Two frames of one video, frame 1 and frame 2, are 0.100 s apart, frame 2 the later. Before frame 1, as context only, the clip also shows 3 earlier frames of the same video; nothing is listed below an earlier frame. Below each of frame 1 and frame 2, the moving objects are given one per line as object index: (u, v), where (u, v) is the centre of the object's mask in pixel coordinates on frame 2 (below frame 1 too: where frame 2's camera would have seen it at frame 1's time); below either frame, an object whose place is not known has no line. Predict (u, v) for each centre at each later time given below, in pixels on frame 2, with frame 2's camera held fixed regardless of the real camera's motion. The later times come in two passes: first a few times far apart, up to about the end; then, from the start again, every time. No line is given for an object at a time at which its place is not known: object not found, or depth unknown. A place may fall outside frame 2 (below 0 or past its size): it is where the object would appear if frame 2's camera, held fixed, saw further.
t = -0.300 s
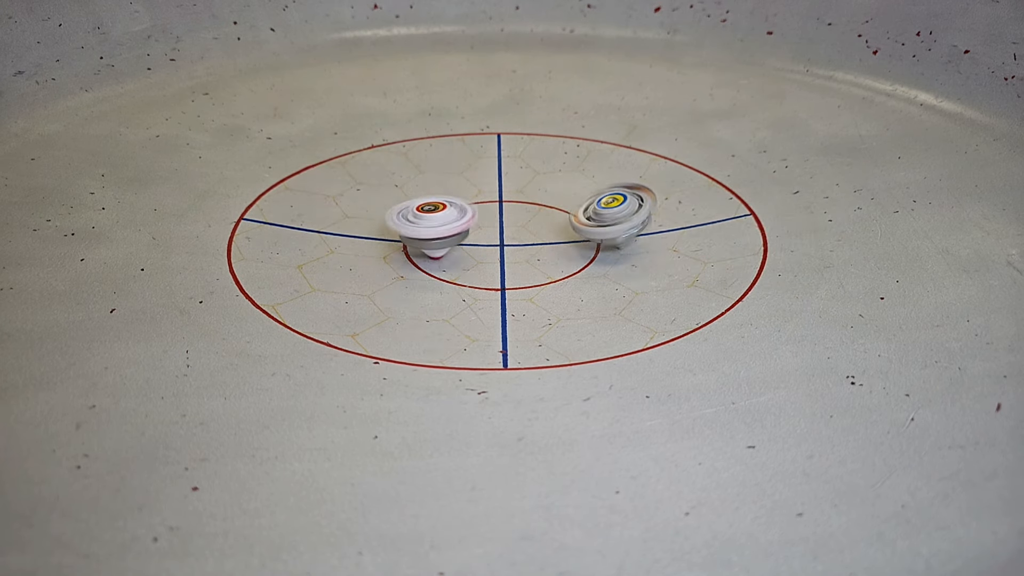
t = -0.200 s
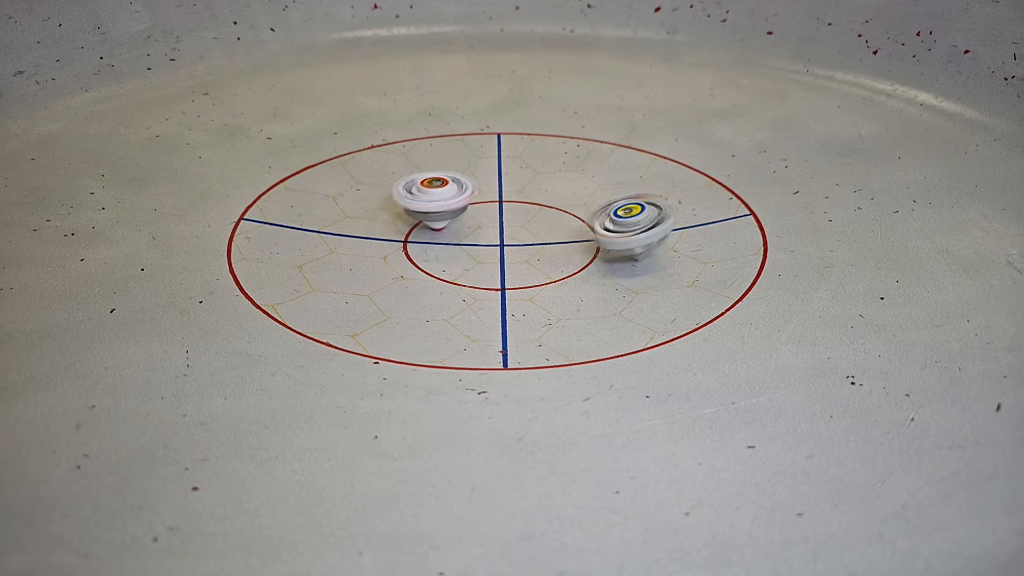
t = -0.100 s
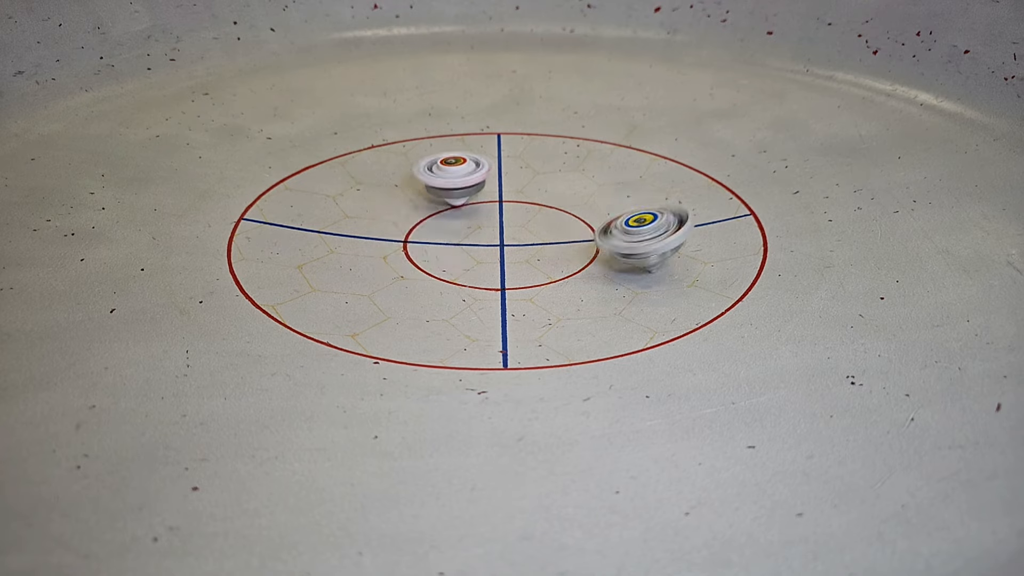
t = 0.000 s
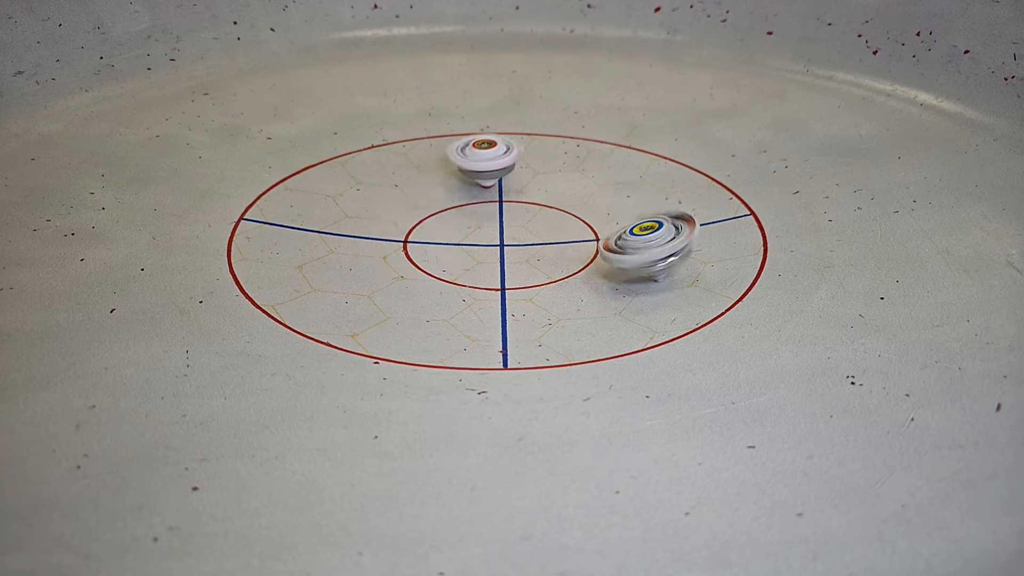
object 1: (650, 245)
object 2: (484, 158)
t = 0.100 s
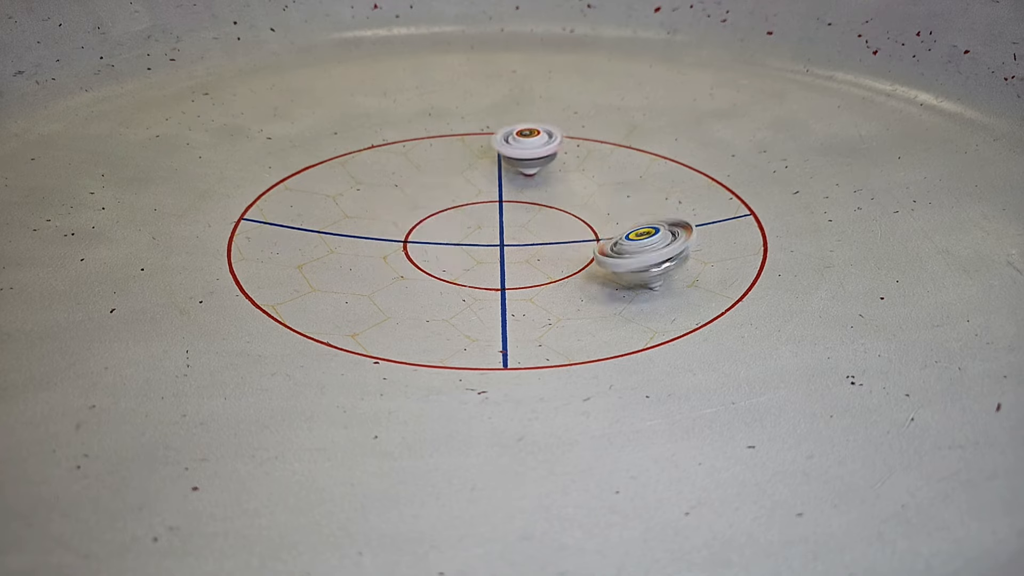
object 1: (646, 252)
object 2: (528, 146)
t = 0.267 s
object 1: (628, 260)
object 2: (602, 145)
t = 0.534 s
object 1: (567, 265)
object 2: (650, 196)
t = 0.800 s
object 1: (460, 272)
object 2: (542, 228)
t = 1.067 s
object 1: (361, 261)
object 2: (470, 188)
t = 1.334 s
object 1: (327, 237)
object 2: (510, 153)
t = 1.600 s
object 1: (345, 209)
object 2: (572, 167)
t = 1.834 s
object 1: (383, 188)
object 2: (553, 207)
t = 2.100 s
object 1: (439, 166)
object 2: (433, 224)
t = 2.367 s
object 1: (502, 155)
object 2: (357, 192)
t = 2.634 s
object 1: (560, 155)
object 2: (412, 169)
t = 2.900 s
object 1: (603, 170)
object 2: (508, 189)
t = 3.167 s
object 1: (626, 196)
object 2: (544, 238)
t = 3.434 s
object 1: (617, 229)
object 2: (476, 276)
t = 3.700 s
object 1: (573, 261)
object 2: (384, 252)
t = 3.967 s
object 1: (505, 278)
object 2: (438, 211)
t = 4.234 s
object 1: (432, 268)
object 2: (546, 197)
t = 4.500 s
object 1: (386, 244)
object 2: (633, 212)
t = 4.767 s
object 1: (378, 211)
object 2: (613, 248)
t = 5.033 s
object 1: (405, 186)
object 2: (504, 243)
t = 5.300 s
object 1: (452, 161)
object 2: (451, 203)
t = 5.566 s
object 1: (498, 156)
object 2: (438, 222)
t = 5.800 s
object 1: (538, 168)
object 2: (425, 238)
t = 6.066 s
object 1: (585, 193)
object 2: (421, 243)
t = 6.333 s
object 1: (607, 221)
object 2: (465, 239)
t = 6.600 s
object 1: (595, 251)
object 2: (509, 231)
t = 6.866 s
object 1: (541, 268)
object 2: (499, 203)
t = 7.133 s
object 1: (469, 265)
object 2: (531, 184)
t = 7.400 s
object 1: (413, 241)
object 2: (551, 186)
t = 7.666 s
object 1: (396, 210)
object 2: (537, 204)
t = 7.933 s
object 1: (412, 185)
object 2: (478, 216)
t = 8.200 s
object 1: (463, 170)
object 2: (431, 212)
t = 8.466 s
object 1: (512, 169)
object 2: (427, 206)
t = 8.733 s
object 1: (558, 181)
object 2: (459, 205)
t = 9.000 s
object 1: (599, 202)
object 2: (494, 215)
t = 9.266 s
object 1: (645, 217)
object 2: (436, 223)
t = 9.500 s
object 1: (627, 237)
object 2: (409, 223)
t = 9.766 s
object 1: (566, 253)
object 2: (420, 216)
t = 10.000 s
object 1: (502, 250)
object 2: (462, 210)
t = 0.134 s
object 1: (643, 254)
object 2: (543, 144)
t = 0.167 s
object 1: (640, 255)
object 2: (558, 142)
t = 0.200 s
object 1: (636, 257)
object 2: (574, 142)
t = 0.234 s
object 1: (631, 259)
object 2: (589, 143)
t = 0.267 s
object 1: (628, 260)
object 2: (602, 145)
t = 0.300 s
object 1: (624, 260)
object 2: (617, 148)
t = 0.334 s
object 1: (618, 261)
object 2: (628, 152)
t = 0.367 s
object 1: (612, 262)
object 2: (639, 157)
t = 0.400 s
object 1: (605, 263)
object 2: (647, 164)
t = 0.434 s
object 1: (596, 264)
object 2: (653, 171)
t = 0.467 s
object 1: (586, 265)
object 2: (655, 179)
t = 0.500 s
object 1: (577, 265)
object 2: (654, 188)
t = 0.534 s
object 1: (567, 265)
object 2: (650, 196)
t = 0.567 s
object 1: (556, 266)
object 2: (641, 204)
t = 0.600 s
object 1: (546, 267)
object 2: (632, 212)
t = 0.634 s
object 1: (536, 267)
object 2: (617, 220)
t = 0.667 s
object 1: (525, 267)
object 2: (600, 226)
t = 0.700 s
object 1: (515, 266)
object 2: (583, 230)
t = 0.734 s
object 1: (496, 269)
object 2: (568, 230)
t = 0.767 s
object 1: (476, 271)
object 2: (555, 229)
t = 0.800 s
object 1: (460, 272)
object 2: (542, 228)
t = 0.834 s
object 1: (443, 273)
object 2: (526, 225)
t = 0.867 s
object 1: (429, 273)
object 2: (512, 222)
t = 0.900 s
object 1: (414, 271)
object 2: (499, 218)
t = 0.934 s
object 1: (402, 270)
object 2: (487, 213)
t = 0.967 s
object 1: (389, 267)
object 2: (480, 207)
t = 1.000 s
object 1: (379, 264)
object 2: (475, 201)
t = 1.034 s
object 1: (370, 263)
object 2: (471, 194)
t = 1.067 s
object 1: (361, 261)
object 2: (470, 188)
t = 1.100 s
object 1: (350, 258)
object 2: (471, 182)
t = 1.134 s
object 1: (343, 255)
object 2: (473, 177)
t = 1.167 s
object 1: (339, 252)
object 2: (476, 171)
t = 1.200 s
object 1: (335, 250)
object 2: (480, 166)
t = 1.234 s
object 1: (333, 247)
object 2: (485, 162)
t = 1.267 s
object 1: (331, 244)
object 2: (493, 159)
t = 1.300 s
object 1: (328, 240)
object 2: (501, 155)
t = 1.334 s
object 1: (327, 237)
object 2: (510, 153)
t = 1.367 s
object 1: (327, 234)
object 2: (519, 153)
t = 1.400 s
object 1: (329, 232)
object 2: (529, 153)
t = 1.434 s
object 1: (330, 228)
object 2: (538, 153)
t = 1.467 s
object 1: (331, 224)
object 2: (547, 154)
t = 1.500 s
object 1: (333, 221)
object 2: (554, 156)
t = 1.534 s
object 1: (337, 218)
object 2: (561, 159)
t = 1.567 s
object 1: (342, 215)
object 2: (567, 163)
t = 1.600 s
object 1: (345, 209)
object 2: (572, 167)
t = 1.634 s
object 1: (349, 206)
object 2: (574, 172)
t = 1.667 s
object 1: (353, 203)
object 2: (576, 177)
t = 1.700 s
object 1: (359, 200)
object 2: (575, 183)
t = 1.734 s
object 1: (364, 196)
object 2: (573, 189)
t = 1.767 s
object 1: (369, 193)
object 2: (568, 195)
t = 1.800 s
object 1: (375, 190)
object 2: (561, 201)
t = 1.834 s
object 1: (383, 188)
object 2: (553, 207)
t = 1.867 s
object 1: (390, 184)
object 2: (543, 213)
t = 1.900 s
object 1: (396, 179)
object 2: (530, 217)
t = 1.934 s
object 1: (404, 177)
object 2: (515, 222)
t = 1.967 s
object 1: (410, 175)
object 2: (499, 225)
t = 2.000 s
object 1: (418, 173)
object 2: (482, 226)
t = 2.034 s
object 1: (424, 170)
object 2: (465, 227)
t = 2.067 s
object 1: (431, 167)
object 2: (448, 226)
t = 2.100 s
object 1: (439, 166)
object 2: (433, 224)
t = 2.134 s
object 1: (448, 165)
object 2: (418, 222)
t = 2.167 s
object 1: (455, 162)
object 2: (404, 220)
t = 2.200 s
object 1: (463, 161)
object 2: (390, 216)
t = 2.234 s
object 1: (470, 158)
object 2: (379, 213)
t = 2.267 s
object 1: (478, 158)
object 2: (370, 208)
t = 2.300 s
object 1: (485, 156)
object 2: (363, 203)
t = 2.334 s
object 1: (495, 154)
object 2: (358, 198)
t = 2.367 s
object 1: (502, 155)
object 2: (357, 192)
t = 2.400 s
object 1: (510, 153)
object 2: (358, 187)
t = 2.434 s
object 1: (517, 152)
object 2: (361, 183)
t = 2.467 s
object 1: (523, 153)
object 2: (365, 179)
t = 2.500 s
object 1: (530, 153)
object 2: (372, 176)
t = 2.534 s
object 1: (538, 153)
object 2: (379, 173)
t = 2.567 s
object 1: (545, 154)
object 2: (389, 171)
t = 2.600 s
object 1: (552, 155)
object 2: (401, 169)
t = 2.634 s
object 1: (560, 155)
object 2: (412, 169)
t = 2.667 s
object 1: (566, 156)
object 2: (425, 169)
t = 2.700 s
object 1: (572, 159)
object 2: (437, 170)
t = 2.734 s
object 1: (579, 161)
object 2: (450, 172)
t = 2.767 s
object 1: (584, 162)
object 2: (462, 174)
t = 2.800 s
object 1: (590, 164)
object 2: (474, 177)
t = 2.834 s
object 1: (595, 167)
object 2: (486, 180)
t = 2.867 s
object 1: (600, 168)
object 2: (497, 184)
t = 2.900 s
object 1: (603, 170)
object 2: (508, 189)
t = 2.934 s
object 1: (606, 174)
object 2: (519, 194)
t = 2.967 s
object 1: (610, 176)
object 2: (528, 200)
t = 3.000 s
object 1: (611, 179)
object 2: (536, 206)
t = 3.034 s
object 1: (616, 183)
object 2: (541, 212)
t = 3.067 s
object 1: (620, 185)
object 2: (544, 219)
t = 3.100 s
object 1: (620, 188)
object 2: (546, 225)
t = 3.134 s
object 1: (623, 192)
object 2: (546, 232)
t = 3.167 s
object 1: (626, 196)
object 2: (544, 238)
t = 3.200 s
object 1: (624, 199)
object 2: (542, 244)
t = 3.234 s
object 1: (625, 203)
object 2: (538, 250)
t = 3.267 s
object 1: (626, 207)
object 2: (533, 256)
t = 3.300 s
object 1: (624, 210)
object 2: (525, 262)
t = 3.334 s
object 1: (623, 216)
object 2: (516, 266)
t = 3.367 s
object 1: (622, 220)
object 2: (504, 271)
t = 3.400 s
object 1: (619, 224)
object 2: (491, 274)
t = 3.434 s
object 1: (617, 229)
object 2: (476, 276)
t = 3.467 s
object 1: (614, 233)
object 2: (461, 277)
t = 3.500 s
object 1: (609, 237)
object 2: (446, 277)
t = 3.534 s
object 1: (602, 244)
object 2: (422, 274)
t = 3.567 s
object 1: (599, 245)
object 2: (415, 272)
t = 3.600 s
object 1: (594, 250)
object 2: (403, 268)
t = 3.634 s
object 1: (587, 254)
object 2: (393, 264)
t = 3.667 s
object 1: (581, 257)
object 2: (387, 258)
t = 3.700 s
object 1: (573, 261)
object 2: (384, 252)
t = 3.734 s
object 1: (565, 264)
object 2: (383, 246)
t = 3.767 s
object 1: (557, 267)
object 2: (385, 240)
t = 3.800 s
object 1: (548, 270)
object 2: (389, 234)
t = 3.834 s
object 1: (540, 272)
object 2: (396, 228)
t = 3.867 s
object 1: (532, 274)
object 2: (404, 222)
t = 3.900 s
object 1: (524, 274)
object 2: (415, 218)
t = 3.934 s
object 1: (515, 275)
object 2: (425, 214)
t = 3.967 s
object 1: (505, 278)
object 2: (438, 211)
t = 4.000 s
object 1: (495, 277)
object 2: (450, 207)
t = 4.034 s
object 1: (486, 276)
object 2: (463, 204)
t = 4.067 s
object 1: (475, 276)
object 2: (477, 202)
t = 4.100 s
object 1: (466, 274)
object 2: (491, 200)
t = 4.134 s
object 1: (456, 274)
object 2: (505, 198)
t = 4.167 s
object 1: (448, 272)
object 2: (519, 198)
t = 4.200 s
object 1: (440, 270)
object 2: (533, 197)
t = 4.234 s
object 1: (432, 268)
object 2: (546, 197)
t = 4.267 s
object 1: (425, 266)
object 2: (559, 198)
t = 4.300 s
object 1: (416, 264)
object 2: (573, 198)
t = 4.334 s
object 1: (411, 260)
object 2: (586, 199)
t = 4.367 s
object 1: (405, 257)
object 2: (597, 201)
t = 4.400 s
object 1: (399, 253)
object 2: (607, 203)
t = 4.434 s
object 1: (394, 250)
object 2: (617, 205)
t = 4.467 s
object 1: (389, 247)
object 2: (626, 208)
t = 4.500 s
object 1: (386, 244)
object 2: (633, 212)
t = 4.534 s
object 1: (384, 239)
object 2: (640, 216)
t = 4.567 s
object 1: (381, 235)
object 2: (644, 220)
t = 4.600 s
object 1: (380, 231)
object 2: (645, 225)
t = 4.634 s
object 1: (377, 228)
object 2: (644, 230)
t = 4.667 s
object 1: (377, 224)
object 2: (640, 235)
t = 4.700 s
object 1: (376, 219)
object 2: (633, 240)
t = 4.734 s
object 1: (377, 215)
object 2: (624, 244)
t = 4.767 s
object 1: (378, 211)
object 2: (613, 248)
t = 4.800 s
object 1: (380, 209)
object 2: (601, 251)
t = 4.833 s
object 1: (385, 205)
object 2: (587, 252)
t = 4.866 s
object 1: (386, 202)
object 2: (572, 252)
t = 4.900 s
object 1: (389, 199)
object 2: (557, 252)
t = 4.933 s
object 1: (393, 195)
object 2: (542, 251)
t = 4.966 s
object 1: (396, 193)
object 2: (528, 249)
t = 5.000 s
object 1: (401, 187)
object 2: (515, 247)
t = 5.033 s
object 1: (405, 186)
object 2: (504, 243)
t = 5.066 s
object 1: (410, 182)
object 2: (492, 240)
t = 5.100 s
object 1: (416, 182)
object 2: (482, 236)
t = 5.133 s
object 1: (423, 179)
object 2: (473, 231)
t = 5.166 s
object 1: (426, 176)
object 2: (465, 225)
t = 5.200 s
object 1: (434, 173)
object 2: (459, 220)
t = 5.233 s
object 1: (438, 168)
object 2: (454, 215)
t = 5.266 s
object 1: (447, 167)
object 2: (452, 209)
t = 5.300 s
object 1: (452, 161)
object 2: (451, 203)
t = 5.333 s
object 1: (459, 161)
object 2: (452, 205)
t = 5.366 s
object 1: (465, 158)
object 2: (450, 205)
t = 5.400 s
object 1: (473, 157)
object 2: (447, 209)
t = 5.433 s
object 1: (478, 156)
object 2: (445, 212)
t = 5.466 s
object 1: (483, 155)
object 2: (443, 214)
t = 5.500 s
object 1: (487, 154)
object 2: (441, 218)
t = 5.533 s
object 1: (493, 155)
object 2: (439, 220)
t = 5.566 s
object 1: (498, 156)
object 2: (438, 222)
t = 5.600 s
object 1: (504, 157)
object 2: (436, 225)
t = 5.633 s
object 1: (510, 159)
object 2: (434, 228)
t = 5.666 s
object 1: (516, 159)
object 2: (432, 230)
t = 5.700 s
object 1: (520, 162)
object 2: (430, 232)
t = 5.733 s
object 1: (526, 163)
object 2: (428, 234)
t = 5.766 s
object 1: (533, 167)
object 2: (426, 236)
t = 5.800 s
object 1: (538, 168)
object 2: (425, 238)
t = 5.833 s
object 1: (546, 172)
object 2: (423, 239)
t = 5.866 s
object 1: (551, 173)
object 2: (421, 240)
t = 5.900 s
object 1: (560, 177)
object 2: (419, 242)
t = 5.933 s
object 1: (564, 179)
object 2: (419, 242)
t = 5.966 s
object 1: (570, 182)
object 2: (418, 243)
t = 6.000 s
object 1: (574, 186)
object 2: (420, 244)
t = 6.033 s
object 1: (582, 188)
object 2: (420, 244)
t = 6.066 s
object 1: (585, 193)
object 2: (421, 243)
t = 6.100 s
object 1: (590, 196)
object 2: (422, 243)
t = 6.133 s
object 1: (594, 201)
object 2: (426, 242)
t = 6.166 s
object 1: (598, 202)
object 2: (431, 241)
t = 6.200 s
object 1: (600, 207)
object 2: (436, 241)
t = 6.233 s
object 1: (603, 210)
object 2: (444, 240)
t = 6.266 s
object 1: (606, 213)
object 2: (451, 240)
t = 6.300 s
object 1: (606, 217)
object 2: (458, 239)
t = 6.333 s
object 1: (607, 221)
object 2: (465, 239)
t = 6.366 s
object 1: (606, 225)
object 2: (472, 238)
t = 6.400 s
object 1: (606, 229)
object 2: (479, 237)
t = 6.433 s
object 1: (604, 233)
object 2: (485, 236)
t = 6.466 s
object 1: (603, 236)
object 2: (491, 236)
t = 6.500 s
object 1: (602, 240)
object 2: (498, 236)
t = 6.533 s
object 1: (598, 244)
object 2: (505, 235)
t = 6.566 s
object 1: (595, 248)
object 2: (510, 232)
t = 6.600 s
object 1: (595, 251)
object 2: (509, 231)
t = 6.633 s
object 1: (592, 255)
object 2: (505, 228)
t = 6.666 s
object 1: (587, 258)
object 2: (501, 225)
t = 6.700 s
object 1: (581, 260)
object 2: (498, 222)
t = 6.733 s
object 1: (574, 262)
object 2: (496, 218)
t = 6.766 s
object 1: (565, 264)
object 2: (496, 214)
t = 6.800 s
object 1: (558, 266)
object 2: (497, 210)
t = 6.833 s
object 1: (550, 267)
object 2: (498, 206)
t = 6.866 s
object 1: (541, 268)
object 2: (499, 203)
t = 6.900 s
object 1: (531, 270)
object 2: (501, 200)
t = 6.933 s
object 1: (522, 270)
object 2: (506, 197)
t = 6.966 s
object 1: (512, 270)
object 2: (510, 193)
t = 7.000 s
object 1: (504, 269)
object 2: (514, 190)
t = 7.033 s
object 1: (496, 268)
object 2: (517, 188)
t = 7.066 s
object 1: (487, 267)
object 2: (522, 186)
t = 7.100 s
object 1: (478, 266)
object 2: (527, 185)
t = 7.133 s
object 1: (469, 265)
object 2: (531, 184)
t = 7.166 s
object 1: (463, 263)
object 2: (535, 182)
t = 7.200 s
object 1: (453, 259)
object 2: (539, 182)
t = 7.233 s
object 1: (445, 257)
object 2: (543, 181)
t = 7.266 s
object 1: (438, 255)
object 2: (547, 182)
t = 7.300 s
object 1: (432, 252)
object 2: (547, 183)
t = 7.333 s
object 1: (425, 248)
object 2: (549, 183)
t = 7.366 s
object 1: (418, 245)
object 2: (550, 185)
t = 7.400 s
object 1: (413, 241)
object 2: (551, 186)
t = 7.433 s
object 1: (409, 238)
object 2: (553, 188)
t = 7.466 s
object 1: (405, 234)
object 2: (551, 189)
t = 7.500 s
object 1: (402, 229)
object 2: (551, 192)
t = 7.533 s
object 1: (399, 226)
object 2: (550, 194)
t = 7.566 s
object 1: (397, 222)
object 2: (547, 196)
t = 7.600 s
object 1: (396, 216)
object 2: (545, 199)
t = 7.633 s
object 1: (396, 214)
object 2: (540, 201)
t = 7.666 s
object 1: (396, 210)
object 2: (537, 204)
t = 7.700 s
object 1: (397, 206)
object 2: (532, 206)
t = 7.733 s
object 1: (396, 204)
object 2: (525, 209)
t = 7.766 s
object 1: (398, 200)
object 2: (518, 211)
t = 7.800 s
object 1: (403, 197)
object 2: (511, 214)
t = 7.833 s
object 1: (403, 194)
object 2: (503, 215)
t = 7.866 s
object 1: (407, 190)
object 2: (495, 216)
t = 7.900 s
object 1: (412, 189)
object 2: (486, 216)
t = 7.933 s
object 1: (412, 185)
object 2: (478, 216)
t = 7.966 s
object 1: (415, 180)
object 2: (470, 215)
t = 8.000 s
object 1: (423, 176)
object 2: (461, 215)
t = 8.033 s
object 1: (425, 174)
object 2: (454, 215)
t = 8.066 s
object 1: (432, 171)
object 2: (450, 215)
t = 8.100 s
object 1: (442, 171)
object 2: (444, 214)
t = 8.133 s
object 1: (446, 170)
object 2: (438, 213)
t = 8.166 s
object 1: (453, 168)
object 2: (434, 212)
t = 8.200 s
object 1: (463, 170)
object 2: (431, 212)
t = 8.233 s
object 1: (467, 170)
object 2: (428, 210)
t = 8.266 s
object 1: (473, 169)
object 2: (425, 209)
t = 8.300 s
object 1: (481, 169)
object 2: (423, 209)
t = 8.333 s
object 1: (486, 171)
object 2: (422, 208)
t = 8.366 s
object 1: (493, 169)
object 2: (422, 207)
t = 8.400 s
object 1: (502, 168)
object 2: (423, 207)
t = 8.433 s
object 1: (506, 170)
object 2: (426, 207)
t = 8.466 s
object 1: (512, 169)
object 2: (427, 206)
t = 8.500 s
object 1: (519, 169)
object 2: (428, 205)
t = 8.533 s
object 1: (524, 171)
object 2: (432, 206)
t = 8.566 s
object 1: (530, 172)
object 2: (435, 205)
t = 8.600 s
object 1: (535, 172)
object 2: (438, 205)
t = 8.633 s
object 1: (542, 175)
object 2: (444, 205)
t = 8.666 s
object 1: (547, 177)
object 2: (448, 205)
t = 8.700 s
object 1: (550, 179)
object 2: (453, 204)
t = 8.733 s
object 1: (558, 181)
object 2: (459, 205)
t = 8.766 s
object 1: (562, 184)
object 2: (465, 206)
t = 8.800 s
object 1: (566, 186)
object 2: (470, 206)
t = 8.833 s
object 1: (571, 187)
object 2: (478, 207)
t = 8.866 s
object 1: (576, 191)
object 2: (484, 209)
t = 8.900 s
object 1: (579, 194)
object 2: (489, 209)
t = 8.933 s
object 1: (581, 197)
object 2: (496, 211)
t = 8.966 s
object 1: (587, 201)
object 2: (503, 213)
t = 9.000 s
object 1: (599, 202)
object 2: (494, 215)
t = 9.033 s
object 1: (613, 203)
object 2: (486, 217)
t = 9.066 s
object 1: (623, 204)
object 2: (478, 219)
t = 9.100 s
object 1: (631, 204)
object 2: (469, 220)
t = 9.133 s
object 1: (637, 207)
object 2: (464, 221)
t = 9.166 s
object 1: (639, 210)
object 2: (456, 222)
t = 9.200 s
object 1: (641, 213)
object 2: (448, 223)
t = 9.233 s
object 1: (643, 215)
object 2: (443, 223)
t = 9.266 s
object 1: (645, 217)
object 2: (436, 223)
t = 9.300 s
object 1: (646, 221)
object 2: (431, 224)
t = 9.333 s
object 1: (643, 224)
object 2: (426, 224)
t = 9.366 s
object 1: (642, 226)
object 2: (420, 224)
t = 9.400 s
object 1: (638, 229)
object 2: (418, 224)
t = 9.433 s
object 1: (636, 232)
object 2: (415, 224)
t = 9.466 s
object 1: (633, 235)
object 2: (411, 223)
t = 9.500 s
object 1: (627, 237)
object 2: (409, 223)
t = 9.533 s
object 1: (623, 240)
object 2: (404, 222)
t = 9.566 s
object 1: (616, 243)
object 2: (405, 222)
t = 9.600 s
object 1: (609, 245)
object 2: (405, 221)
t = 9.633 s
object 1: (603, 247)
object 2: (406, 220)
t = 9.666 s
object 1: (594, 249)
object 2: (410, 219)
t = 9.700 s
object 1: (585, 251)
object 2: (411, 217)
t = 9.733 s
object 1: (576, 253)
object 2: (416, 217)
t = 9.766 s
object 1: (566, 253)
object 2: (420, 216)
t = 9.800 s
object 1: (558, 254)
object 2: (425, 216)
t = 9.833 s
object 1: (549, 254)
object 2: (432, 216)
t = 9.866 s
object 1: (539, 254)
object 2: (436, 215)
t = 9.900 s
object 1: (530, 253)
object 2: (443, 215)
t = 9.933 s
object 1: (522, 254)
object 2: (449, 215)
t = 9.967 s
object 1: (512, 252)
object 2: (455, 214)
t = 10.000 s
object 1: (502, 250)
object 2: (462, 210)
